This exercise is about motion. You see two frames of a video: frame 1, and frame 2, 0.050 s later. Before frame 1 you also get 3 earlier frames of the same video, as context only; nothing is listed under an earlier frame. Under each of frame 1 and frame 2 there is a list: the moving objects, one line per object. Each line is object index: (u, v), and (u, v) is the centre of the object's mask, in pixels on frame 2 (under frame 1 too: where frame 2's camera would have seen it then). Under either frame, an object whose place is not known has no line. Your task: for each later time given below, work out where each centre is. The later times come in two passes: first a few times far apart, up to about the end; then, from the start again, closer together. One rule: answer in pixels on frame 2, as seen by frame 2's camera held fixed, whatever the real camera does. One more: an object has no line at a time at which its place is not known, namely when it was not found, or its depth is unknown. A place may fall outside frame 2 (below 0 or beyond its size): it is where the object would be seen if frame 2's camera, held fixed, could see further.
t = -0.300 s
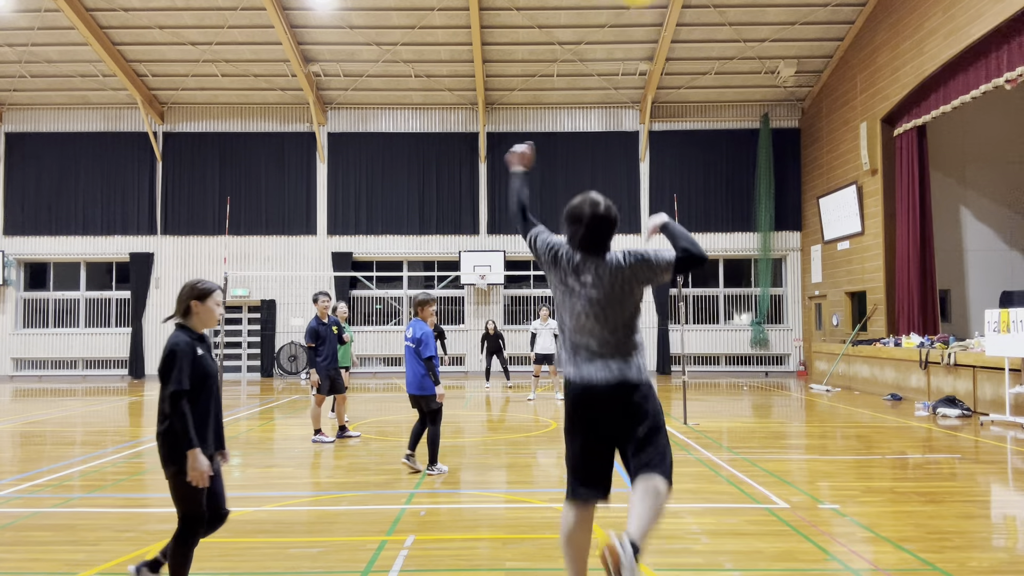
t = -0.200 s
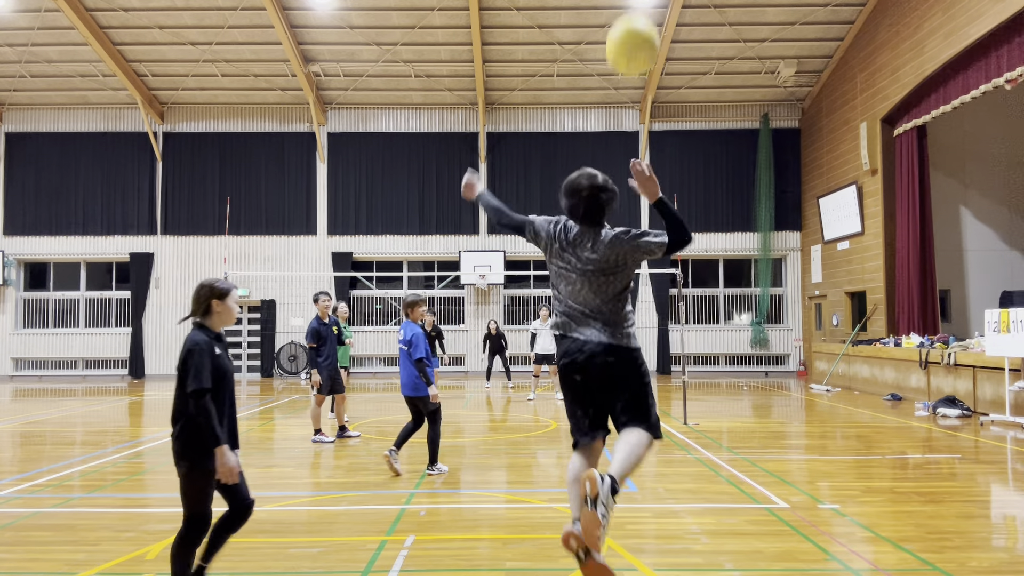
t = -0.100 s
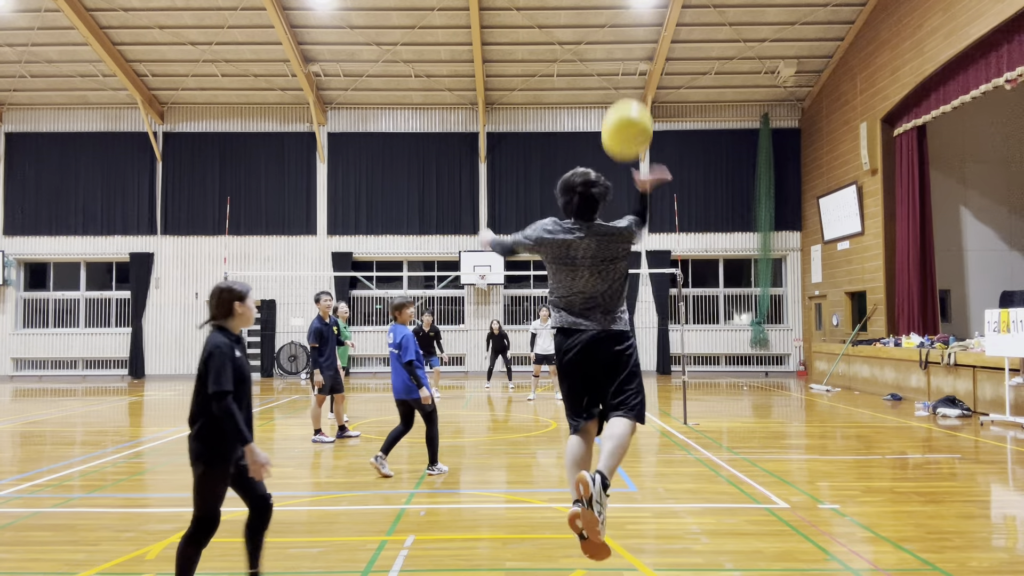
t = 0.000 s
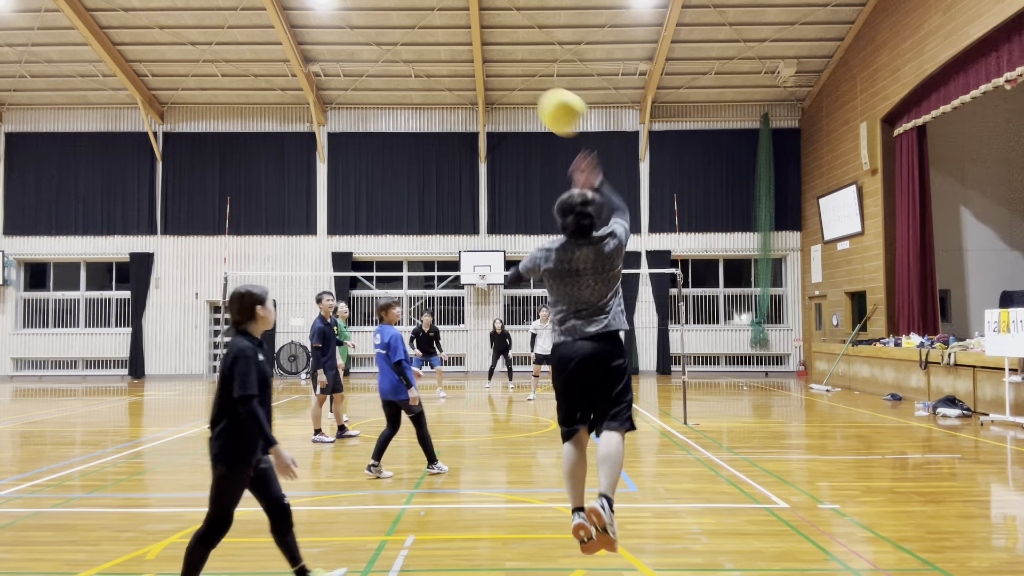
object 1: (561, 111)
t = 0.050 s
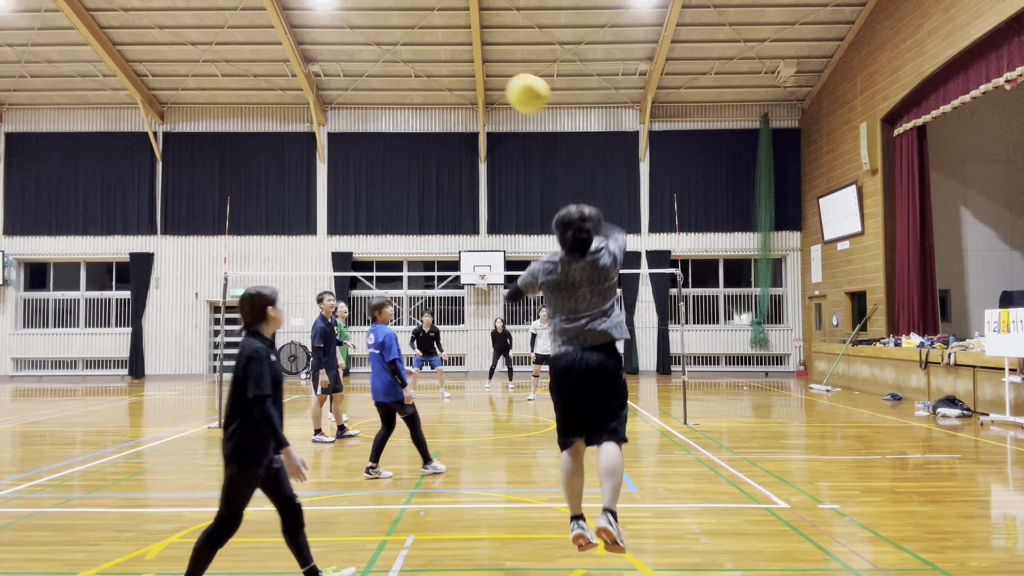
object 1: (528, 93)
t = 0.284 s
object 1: (429, 78)
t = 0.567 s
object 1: (363, 111)
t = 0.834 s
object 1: (328, 163)
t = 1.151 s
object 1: (302, 248)
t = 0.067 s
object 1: (518, 90)
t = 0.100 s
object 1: (500, 84)
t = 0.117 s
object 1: (492, 82)
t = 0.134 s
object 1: (484, 80)
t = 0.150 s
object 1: (476, 78)
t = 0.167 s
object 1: (469, 77)
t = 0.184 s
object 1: (462, 77)
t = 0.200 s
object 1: (456, 76)
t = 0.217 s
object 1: (450, 76)
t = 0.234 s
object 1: (444, 76)
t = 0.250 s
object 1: (439, 76)
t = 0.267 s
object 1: (434, 77)
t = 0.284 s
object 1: (429, 78)
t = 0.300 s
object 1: (423, 79)
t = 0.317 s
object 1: (419, 80)
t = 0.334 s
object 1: (414, 81)
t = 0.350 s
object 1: (410, 82)
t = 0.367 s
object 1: (406, 83)
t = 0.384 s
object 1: (401, 85)
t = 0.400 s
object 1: (397, 87)
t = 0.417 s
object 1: (393, 89)
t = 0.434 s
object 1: (390, 91)
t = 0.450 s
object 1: (386, 93)
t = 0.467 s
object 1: (382, 95)
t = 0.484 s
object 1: (379, 98)
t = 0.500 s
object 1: (376, 100)
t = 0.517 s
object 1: (372, 103)
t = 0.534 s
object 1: (369, 105)
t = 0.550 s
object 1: (366, 108)
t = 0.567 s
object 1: (363, 111)
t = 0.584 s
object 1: (360, 114)
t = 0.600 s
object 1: (357, 117)
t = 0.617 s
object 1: (355, 120)
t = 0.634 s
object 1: (352, 123)
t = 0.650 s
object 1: (349, 126)
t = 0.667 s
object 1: (347, 129)
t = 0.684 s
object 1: (345, 133)
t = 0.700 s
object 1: (343, 136)
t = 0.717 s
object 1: (341, 139)
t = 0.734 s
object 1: (338, 142)
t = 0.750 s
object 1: (336, 146)
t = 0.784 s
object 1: (333, 153)
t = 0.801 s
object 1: (331, 156)
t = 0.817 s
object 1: (329, 160)
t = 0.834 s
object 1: (328, 163)
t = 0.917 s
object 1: (318, 184)
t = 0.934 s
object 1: (316, 188)
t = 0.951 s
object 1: (315, 193)
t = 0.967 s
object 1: (313, 197)
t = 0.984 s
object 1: (312, 201)
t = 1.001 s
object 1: (311, 206)
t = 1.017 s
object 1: (310, 210)
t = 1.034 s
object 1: (309, 215)
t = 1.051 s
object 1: (308, 220)
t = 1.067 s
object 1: (307, 224)
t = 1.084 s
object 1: (306, 228)
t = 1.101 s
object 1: (305, 233)
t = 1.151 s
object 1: (302, 248)
